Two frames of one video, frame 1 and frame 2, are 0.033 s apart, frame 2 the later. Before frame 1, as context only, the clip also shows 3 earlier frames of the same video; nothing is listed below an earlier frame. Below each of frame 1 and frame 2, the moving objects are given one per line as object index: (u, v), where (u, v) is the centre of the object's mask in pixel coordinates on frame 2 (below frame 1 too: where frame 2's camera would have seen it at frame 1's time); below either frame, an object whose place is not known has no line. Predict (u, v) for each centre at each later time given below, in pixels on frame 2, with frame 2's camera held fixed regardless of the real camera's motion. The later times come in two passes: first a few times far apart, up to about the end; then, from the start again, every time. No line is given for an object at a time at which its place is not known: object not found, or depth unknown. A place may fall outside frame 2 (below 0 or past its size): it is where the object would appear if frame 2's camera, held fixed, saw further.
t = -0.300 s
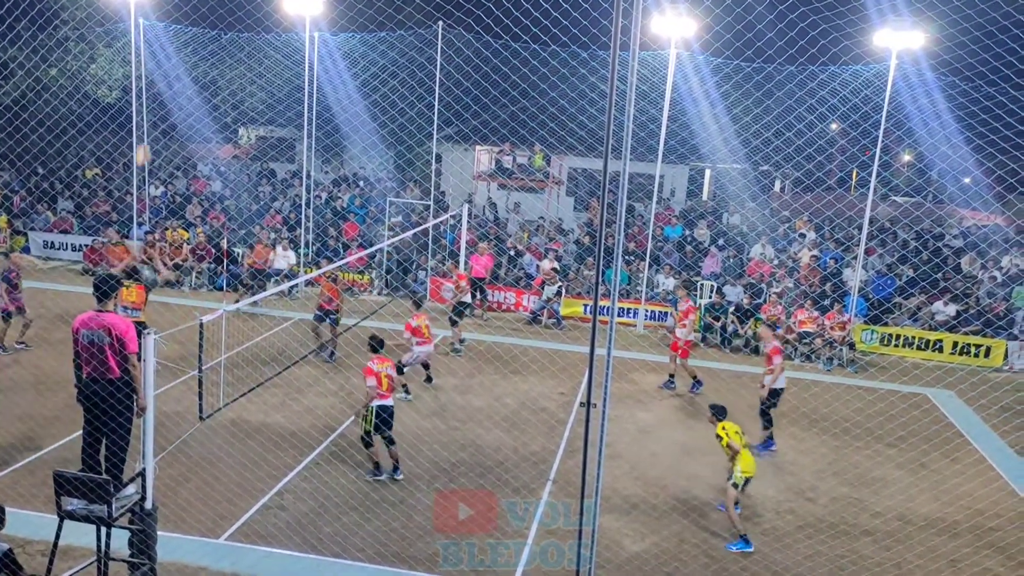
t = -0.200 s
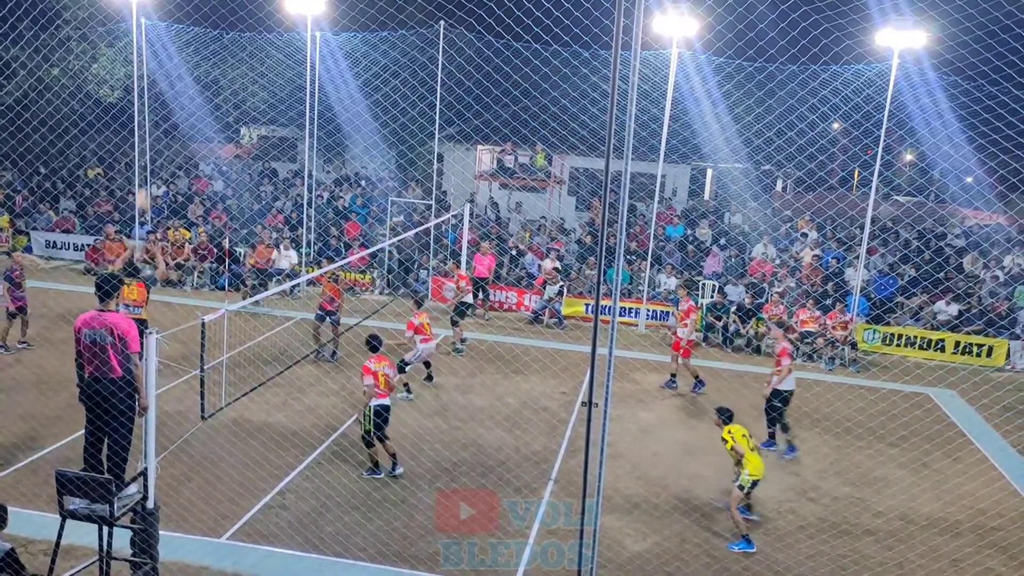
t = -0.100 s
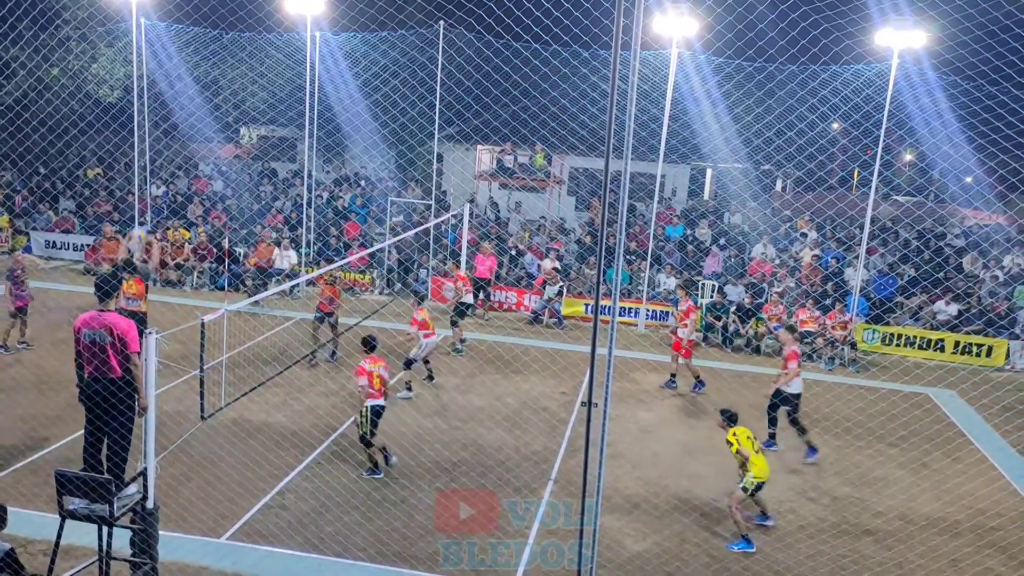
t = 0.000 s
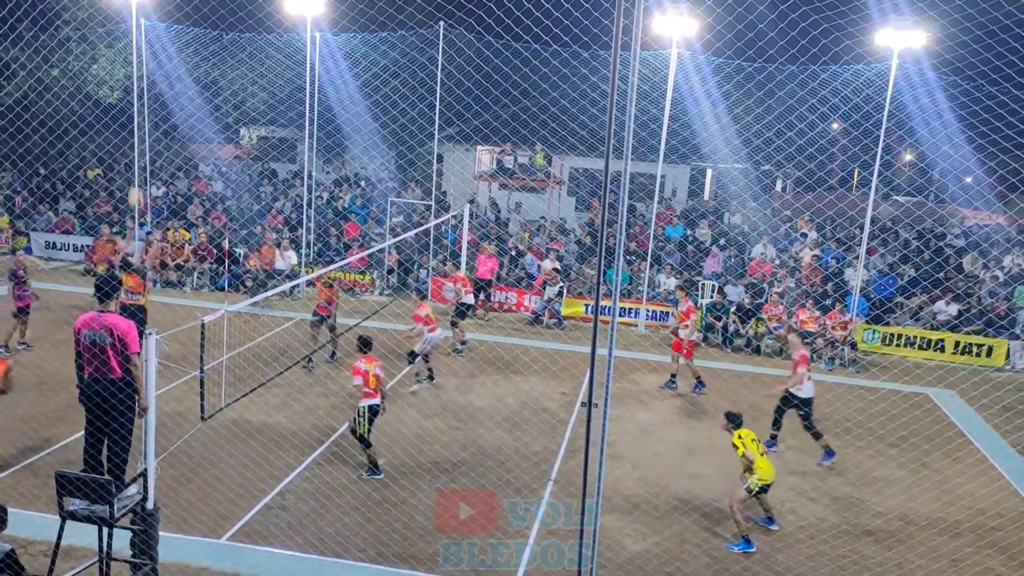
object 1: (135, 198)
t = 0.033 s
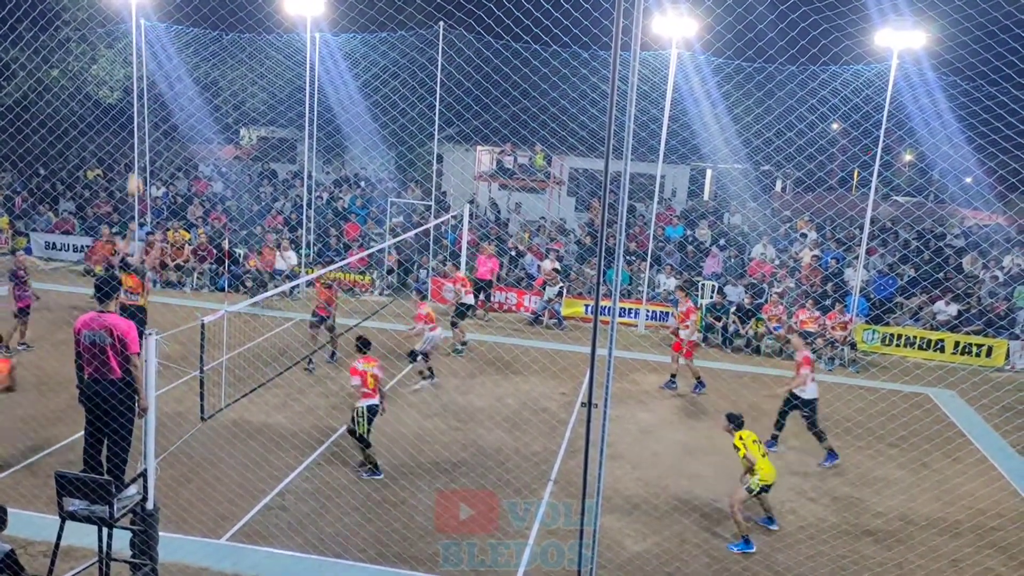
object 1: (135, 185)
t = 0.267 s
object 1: (124, 110)
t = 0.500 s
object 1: (114, 69)
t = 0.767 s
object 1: (104, 72)
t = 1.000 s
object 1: (95, 131)
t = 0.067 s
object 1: (132, 172)
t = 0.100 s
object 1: (130, 160)
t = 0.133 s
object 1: (129, 149)
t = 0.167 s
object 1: (128, 138)
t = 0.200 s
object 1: (126, 128)
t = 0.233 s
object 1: (125, 118)
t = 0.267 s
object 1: (124, 110)
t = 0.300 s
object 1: (123, 102)
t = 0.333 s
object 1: (122, 95)
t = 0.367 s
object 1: (121, 88)
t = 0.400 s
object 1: (118, 81)
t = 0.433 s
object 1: (117, 76)
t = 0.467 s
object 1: (115, 72)
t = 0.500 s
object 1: (114, 69)
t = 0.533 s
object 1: (114, 66)
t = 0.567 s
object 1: (112, 64)
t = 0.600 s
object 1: (110, 63)
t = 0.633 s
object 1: (109, 63)
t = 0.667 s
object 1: (108, 63)
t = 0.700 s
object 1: (106, 65)
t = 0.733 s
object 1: (105, 68)
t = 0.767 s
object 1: (104, 72)
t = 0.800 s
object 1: (102, 76)
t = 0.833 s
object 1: (100, 83)
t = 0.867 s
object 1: (99, 90)
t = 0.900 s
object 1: (98, 98)
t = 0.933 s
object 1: (97, 107)
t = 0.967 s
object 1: (96, 118)
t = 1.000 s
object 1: (95, 131)
